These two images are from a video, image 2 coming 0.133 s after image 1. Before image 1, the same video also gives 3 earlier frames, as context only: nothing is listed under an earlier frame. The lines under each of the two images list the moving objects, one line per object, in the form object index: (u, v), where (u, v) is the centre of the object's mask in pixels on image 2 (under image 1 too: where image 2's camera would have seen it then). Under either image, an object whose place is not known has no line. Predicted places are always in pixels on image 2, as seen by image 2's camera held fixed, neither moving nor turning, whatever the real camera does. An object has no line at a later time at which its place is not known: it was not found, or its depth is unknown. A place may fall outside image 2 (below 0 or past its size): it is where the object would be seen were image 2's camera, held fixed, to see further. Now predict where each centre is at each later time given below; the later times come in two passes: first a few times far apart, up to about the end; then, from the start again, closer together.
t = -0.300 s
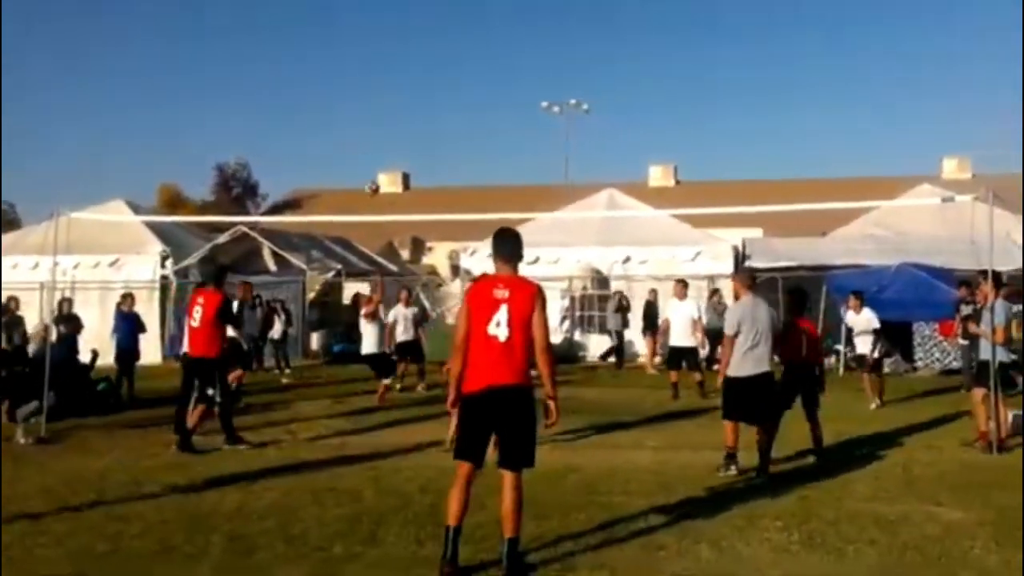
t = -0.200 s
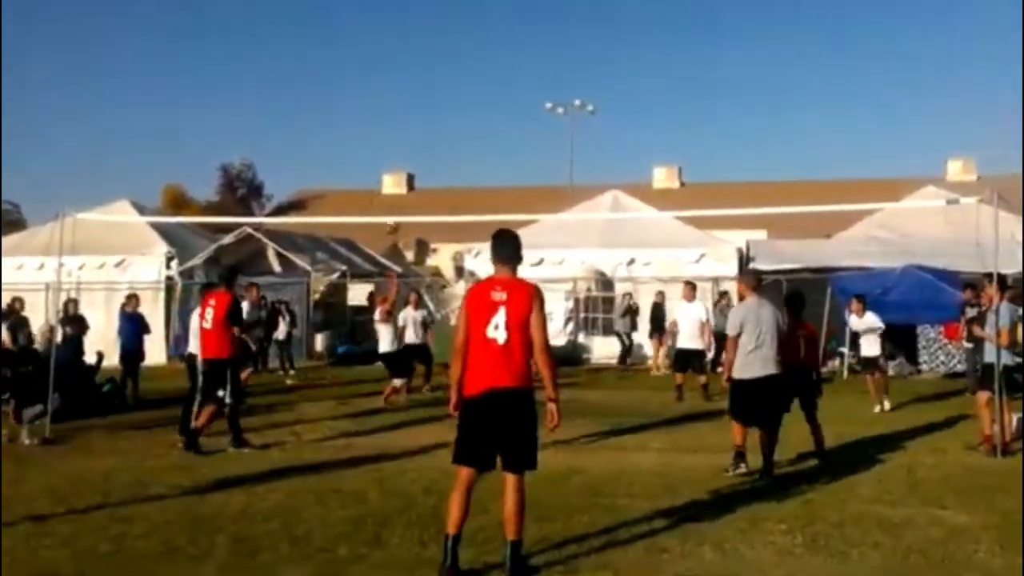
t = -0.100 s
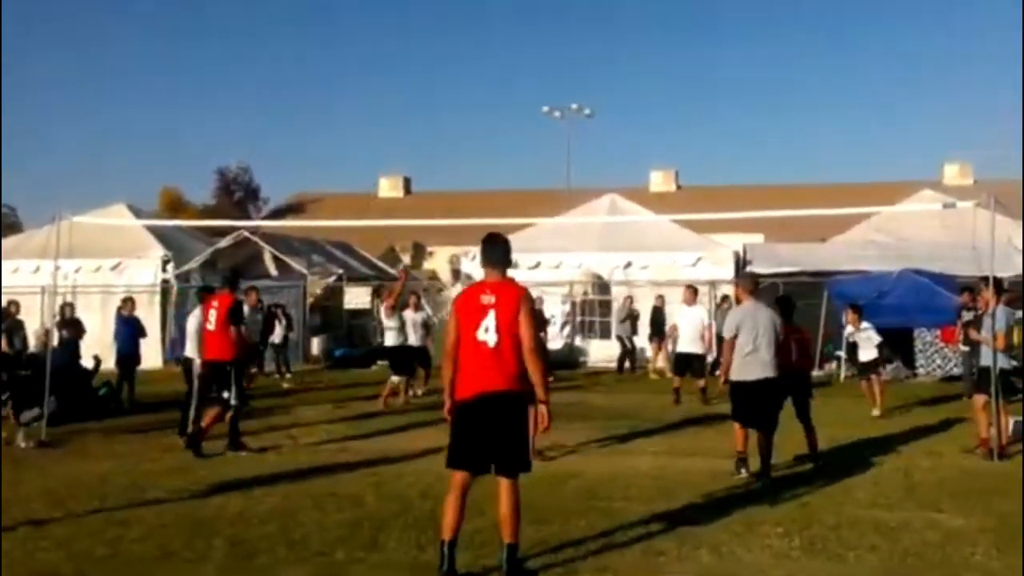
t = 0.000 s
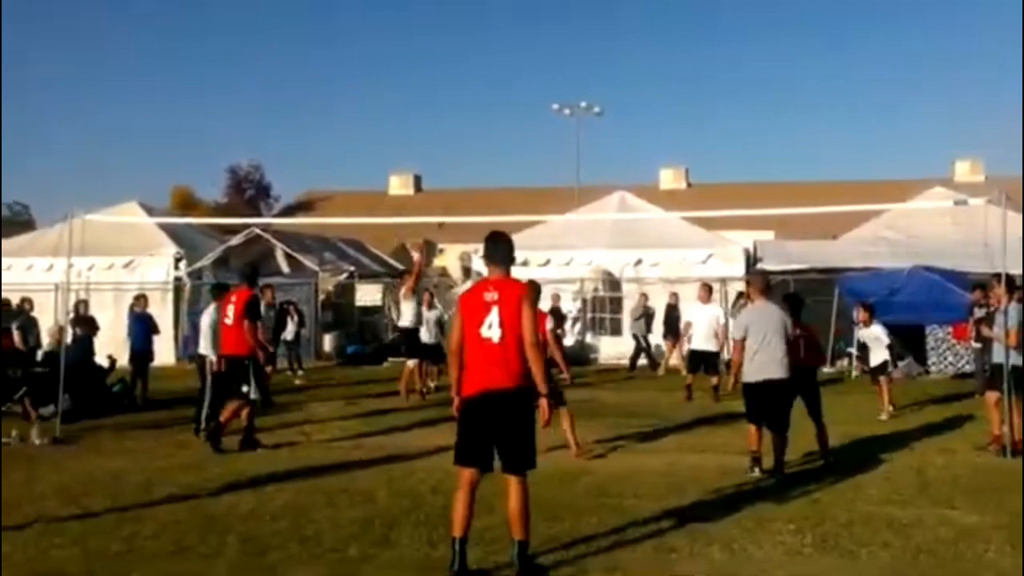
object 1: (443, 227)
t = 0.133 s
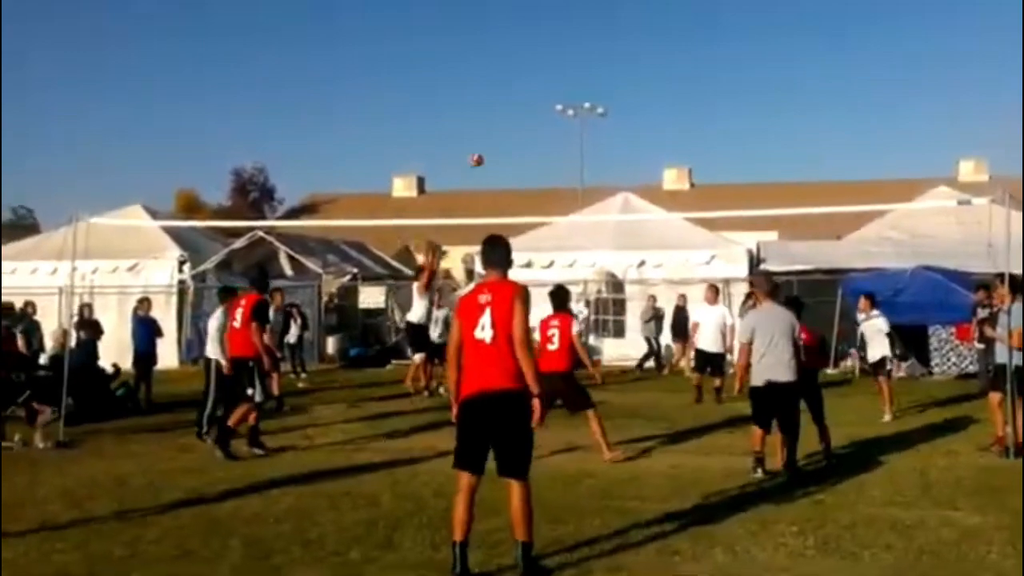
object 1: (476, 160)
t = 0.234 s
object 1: (501, 122)
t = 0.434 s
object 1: (551, 68)
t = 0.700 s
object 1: (617, 43)
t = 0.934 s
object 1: (674, 59)
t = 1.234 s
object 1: (746, 132)
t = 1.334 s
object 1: (769, 169)
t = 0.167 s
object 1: (484, 147)
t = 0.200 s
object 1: (493, 134)
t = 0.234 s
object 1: (501, 122)
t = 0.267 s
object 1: (509, 111)
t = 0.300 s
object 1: (518, 101)
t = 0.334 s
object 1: (526, 92)
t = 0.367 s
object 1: (534, 83)
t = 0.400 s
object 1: (543, 76)
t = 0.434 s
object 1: (551, 68)
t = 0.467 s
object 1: (560, 63)
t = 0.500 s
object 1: (569, 57)
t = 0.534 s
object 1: (576, 53)
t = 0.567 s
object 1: (584, 50)
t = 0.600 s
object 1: (592, 47)
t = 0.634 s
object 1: (601, 45)
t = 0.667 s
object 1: (610, 43)
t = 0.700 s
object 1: (617, 43)
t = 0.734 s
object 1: (624, 43)
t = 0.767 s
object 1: (633, 44)
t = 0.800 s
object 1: (641, 45)
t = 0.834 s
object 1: (649, 47)
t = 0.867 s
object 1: (657, 51)
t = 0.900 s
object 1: (666, 54)
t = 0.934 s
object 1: (674, 59)
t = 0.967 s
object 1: (682, 63)
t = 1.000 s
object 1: (690, 70)
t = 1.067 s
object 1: (706, 84)
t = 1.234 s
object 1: (746, 132)
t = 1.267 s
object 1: (754, 144)
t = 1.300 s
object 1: (762, 155)
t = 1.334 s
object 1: (769, 169)
